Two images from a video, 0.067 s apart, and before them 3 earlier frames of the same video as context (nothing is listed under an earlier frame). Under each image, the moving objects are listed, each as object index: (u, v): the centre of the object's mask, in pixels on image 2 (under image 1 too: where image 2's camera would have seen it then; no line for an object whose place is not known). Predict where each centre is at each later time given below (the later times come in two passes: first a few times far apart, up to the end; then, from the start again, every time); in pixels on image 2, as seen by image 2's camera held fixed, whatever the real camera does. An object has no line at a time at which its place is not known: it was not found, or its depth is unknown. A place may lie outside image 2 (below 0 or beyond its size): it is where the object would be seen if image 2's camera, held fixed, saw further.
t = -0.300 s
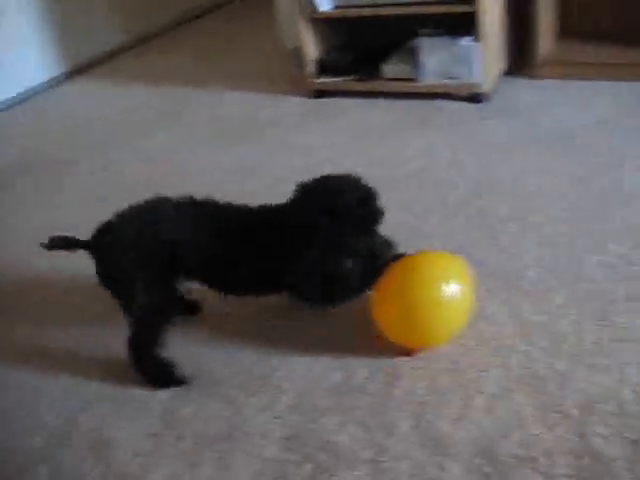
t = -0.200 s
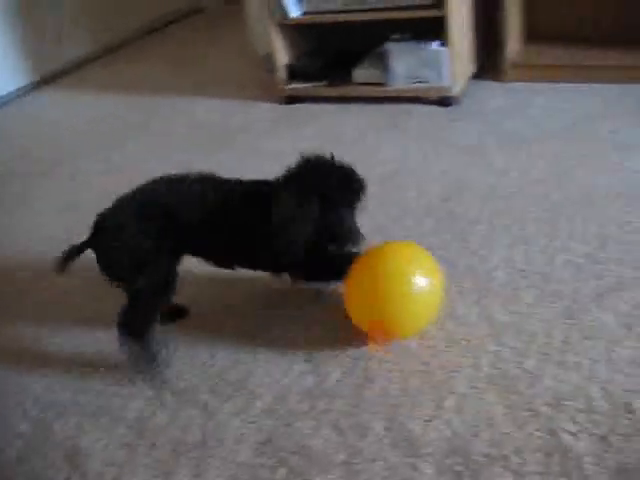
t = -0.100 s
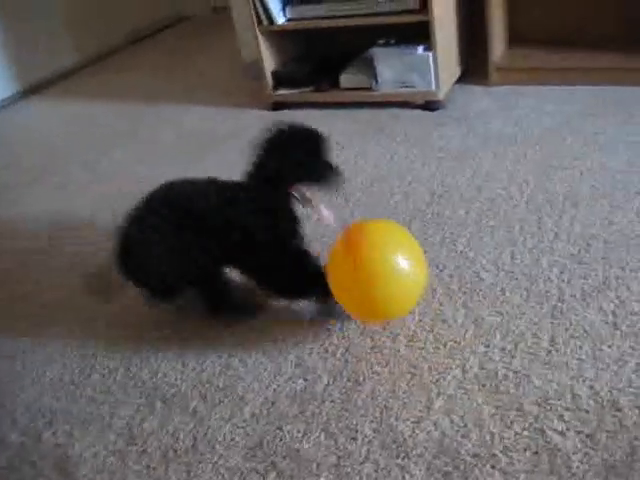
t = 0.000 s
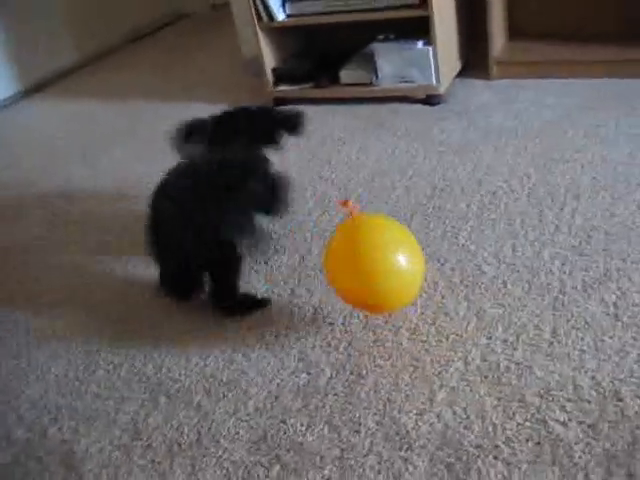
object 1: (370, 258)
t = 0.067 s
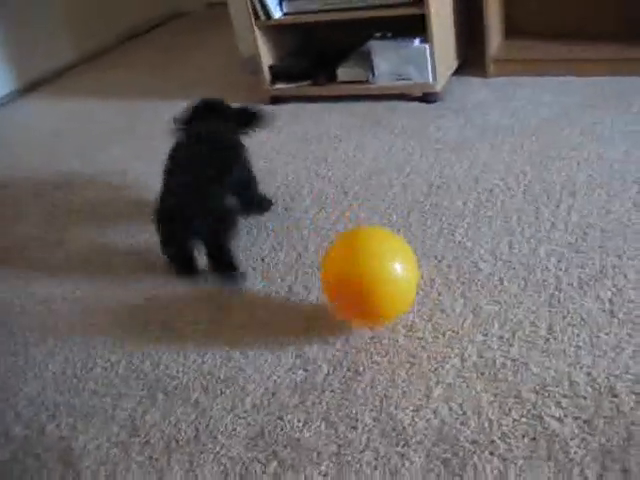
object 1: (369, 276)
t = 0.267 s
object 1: (342, 269)
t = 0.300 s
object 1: (335, 270)
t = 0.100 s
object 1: (368, 283)
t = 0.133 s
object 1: (362, 277)
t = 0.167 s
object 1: (356, 272)
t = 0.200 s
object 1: (351, 269)
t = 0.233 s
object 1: (347, 269)
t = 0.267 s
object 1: (342, 269)
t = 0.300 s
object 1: (335, 270)
